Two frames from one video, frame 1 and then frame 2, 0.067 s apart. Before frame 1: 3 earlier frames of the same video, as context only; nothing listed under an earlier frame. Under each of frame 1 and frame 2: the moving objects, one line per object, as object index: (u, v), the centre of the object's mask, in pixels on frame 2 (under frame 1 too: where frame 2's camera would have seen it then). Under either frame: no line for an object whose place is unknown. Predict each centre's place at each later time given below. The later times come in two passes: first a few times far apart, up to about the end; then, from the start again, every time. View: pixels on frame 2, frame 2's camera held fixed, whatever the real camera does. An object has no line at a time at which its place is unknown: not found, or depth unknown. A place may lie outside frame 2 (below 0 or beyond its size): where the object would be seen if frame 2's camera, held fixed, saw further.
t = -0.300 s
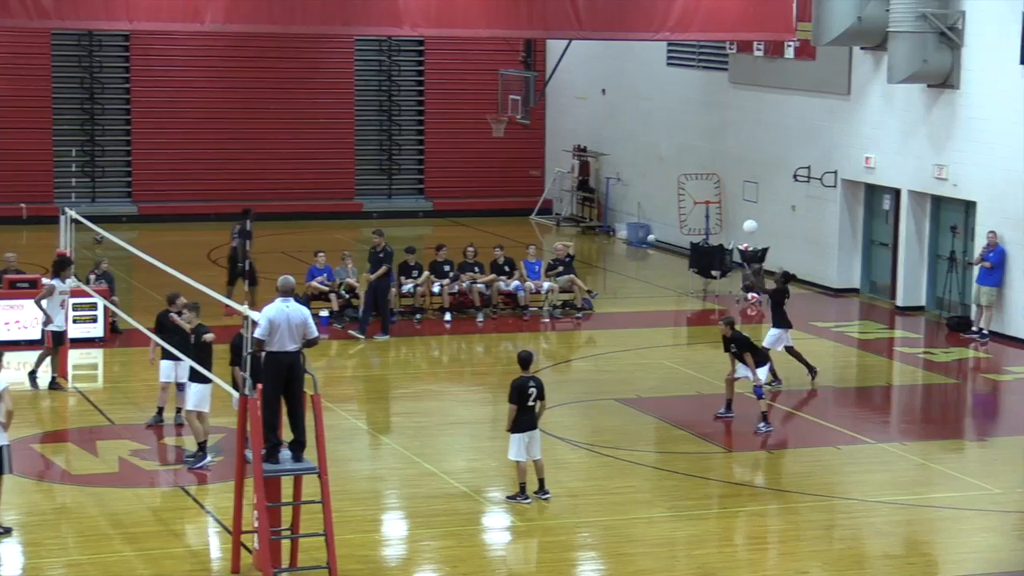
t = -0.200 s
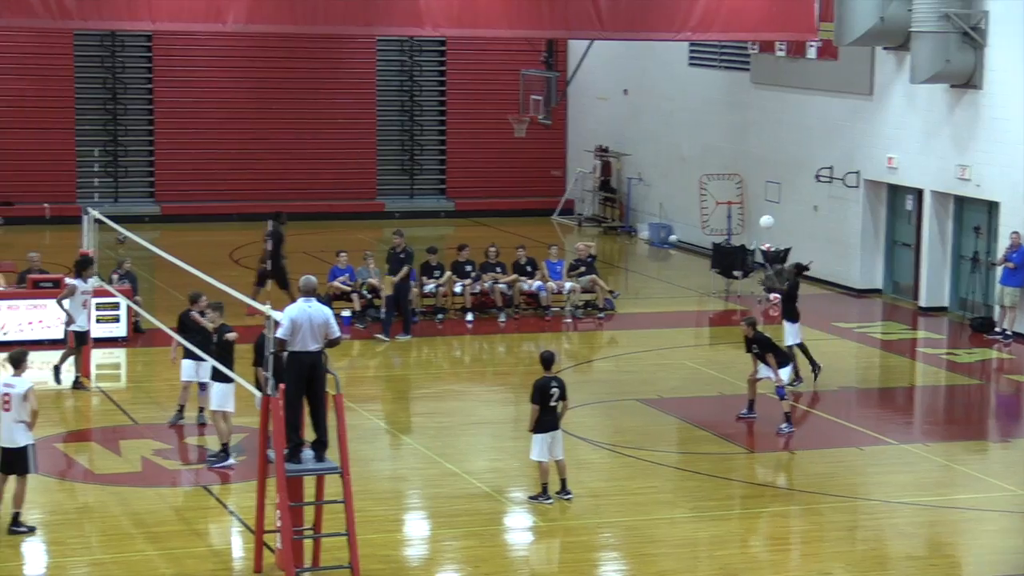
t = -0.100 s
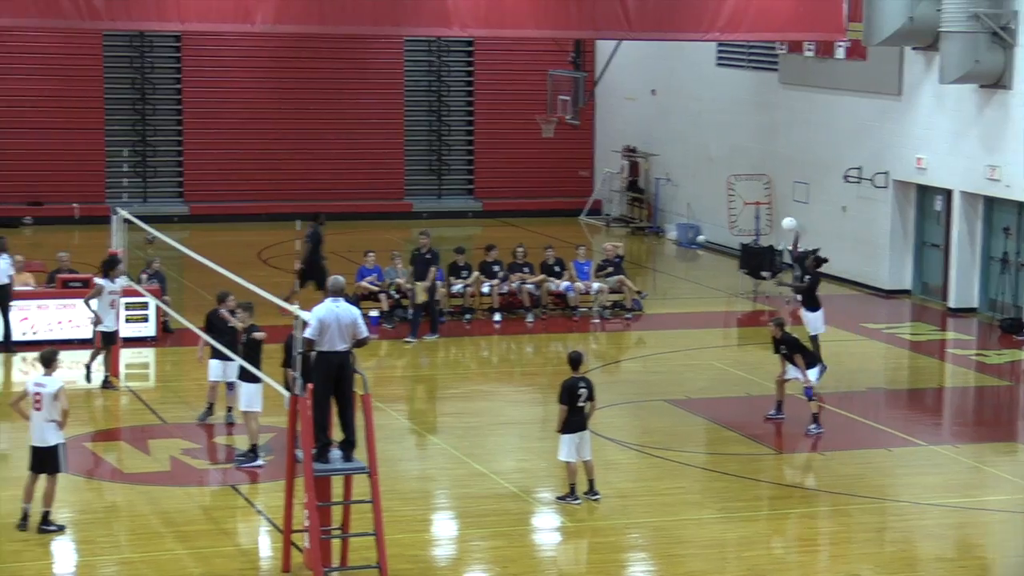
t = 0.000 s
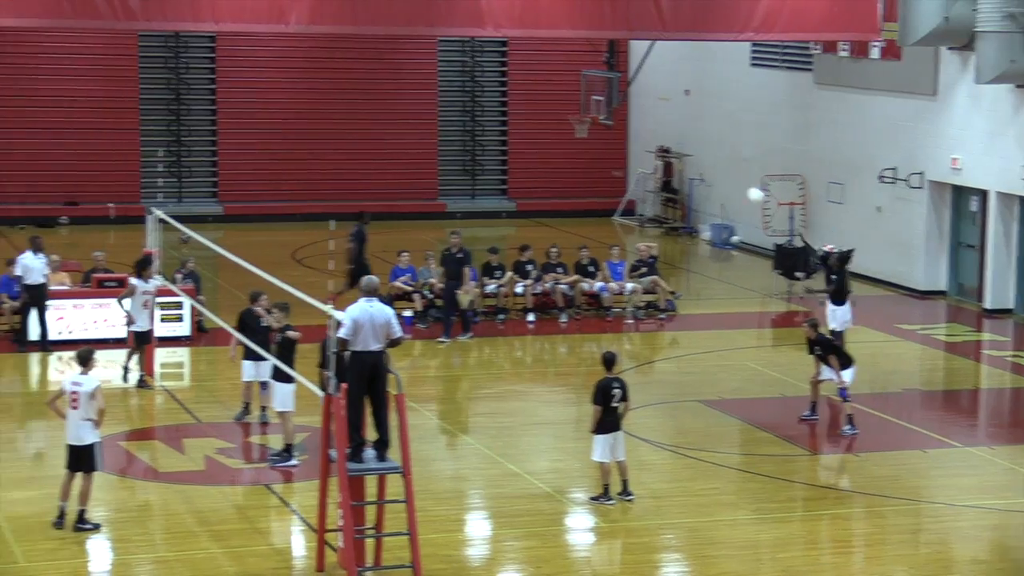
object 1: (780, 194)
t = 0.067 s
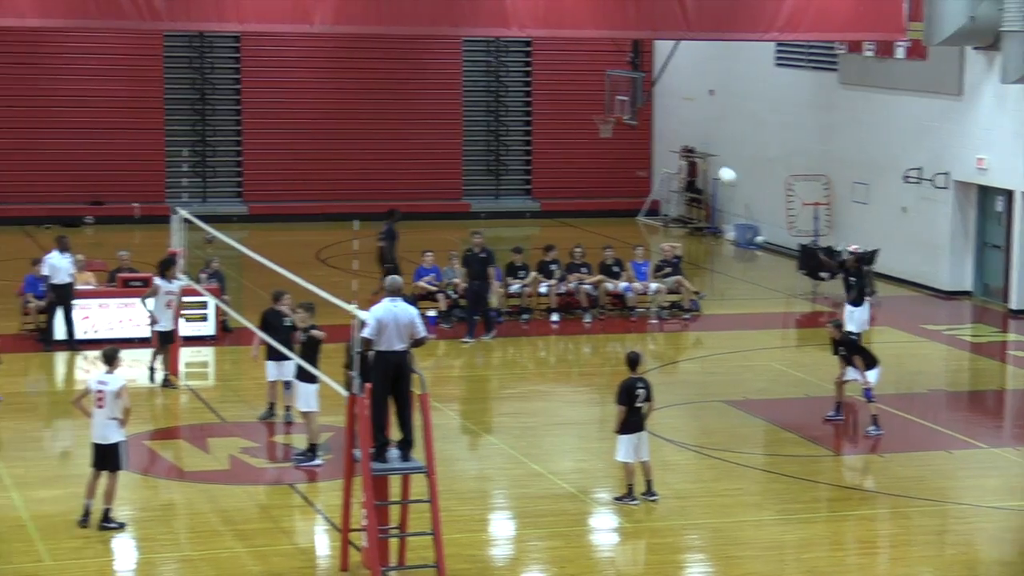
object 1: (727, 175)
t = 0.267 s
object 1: (560, 131)
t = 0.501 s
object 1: (355, 108)
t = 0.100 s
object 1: (700, 166)
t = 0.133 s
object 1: (672, 157)
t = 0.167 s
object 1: (644, 150)
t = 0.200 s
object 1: (616, 143)
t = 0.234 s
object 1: (588, 137)
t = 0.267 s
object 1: (560, 131)
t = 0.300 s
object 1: (532, 126)
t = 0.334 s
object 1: (503, 121)
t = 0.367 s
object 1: (474, 117)
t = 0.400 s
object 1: (445, 114)
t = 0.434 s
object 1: (415, 111)
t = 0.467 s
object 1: (385, 109)
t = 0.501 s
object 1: (355, 108)
